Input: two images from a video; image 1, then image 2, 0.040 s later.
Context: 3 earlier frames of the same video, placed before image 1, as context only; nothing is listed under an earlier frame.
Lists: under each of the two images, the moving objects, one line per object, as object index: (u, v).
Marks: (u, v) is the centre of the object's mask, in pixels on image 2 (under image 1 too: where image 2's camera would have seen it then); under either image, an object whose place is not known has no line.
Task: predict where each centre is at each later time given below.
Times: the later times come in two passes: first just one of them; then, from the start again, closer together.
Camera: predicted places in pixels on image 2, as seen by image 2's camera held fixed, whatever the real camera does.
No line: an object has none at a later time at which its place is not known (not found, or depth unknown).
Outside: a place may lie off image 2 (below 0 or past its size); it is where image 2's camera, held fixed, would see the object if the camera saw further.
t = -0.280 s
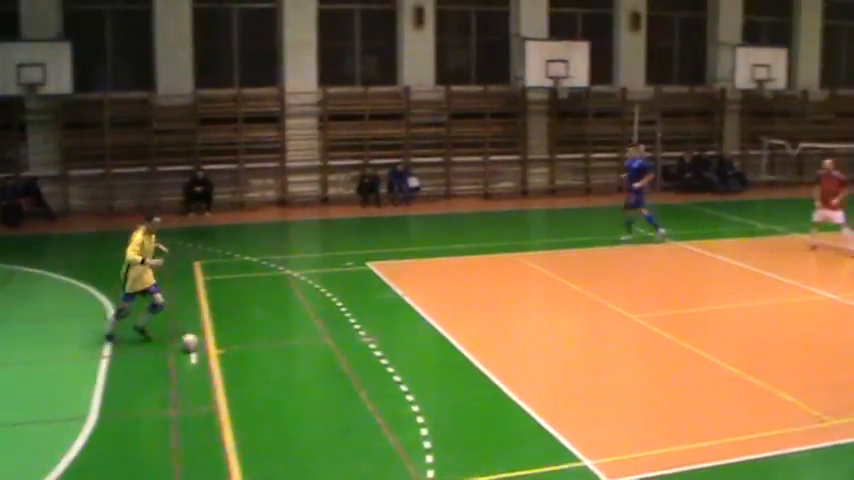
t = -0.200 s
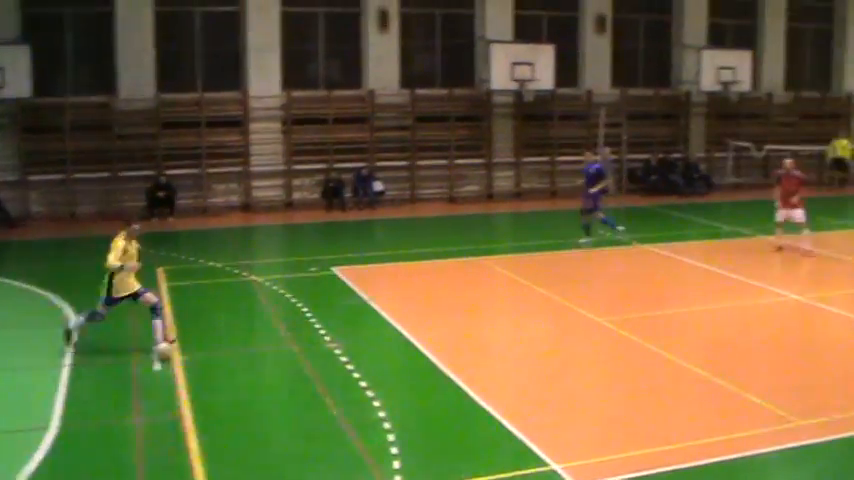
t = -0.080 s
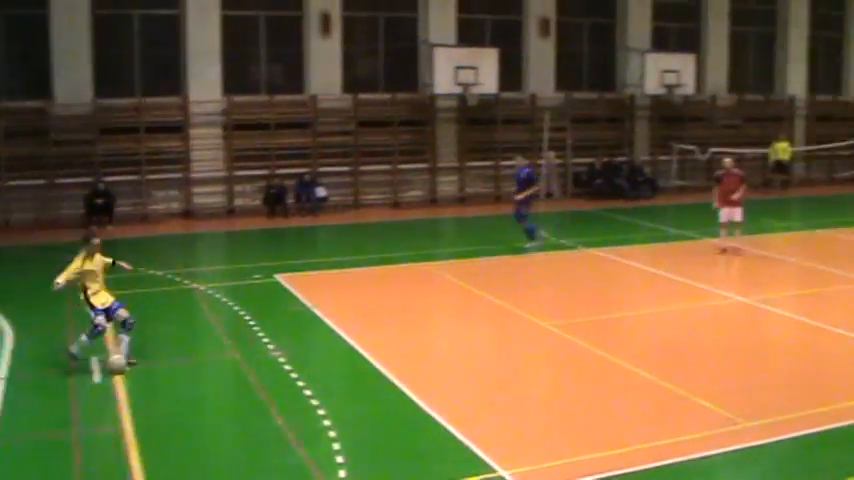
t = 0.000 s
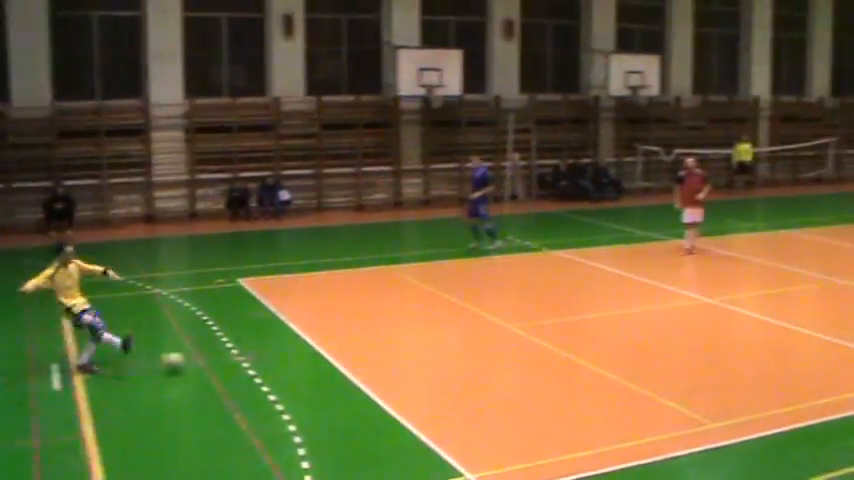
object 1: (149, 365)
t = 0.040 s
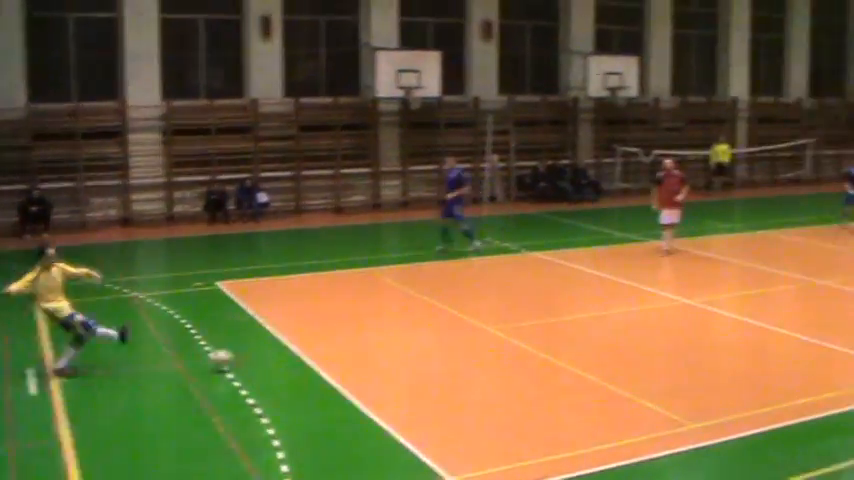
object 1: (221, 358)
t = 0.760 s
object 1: (953, 286)
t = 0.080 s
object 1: (289, 354)
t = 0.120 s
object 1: (354, 350)
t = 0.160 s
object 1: (412, 343)
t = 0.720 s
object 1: (931, 288)
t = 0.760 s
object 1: (953, 286)
